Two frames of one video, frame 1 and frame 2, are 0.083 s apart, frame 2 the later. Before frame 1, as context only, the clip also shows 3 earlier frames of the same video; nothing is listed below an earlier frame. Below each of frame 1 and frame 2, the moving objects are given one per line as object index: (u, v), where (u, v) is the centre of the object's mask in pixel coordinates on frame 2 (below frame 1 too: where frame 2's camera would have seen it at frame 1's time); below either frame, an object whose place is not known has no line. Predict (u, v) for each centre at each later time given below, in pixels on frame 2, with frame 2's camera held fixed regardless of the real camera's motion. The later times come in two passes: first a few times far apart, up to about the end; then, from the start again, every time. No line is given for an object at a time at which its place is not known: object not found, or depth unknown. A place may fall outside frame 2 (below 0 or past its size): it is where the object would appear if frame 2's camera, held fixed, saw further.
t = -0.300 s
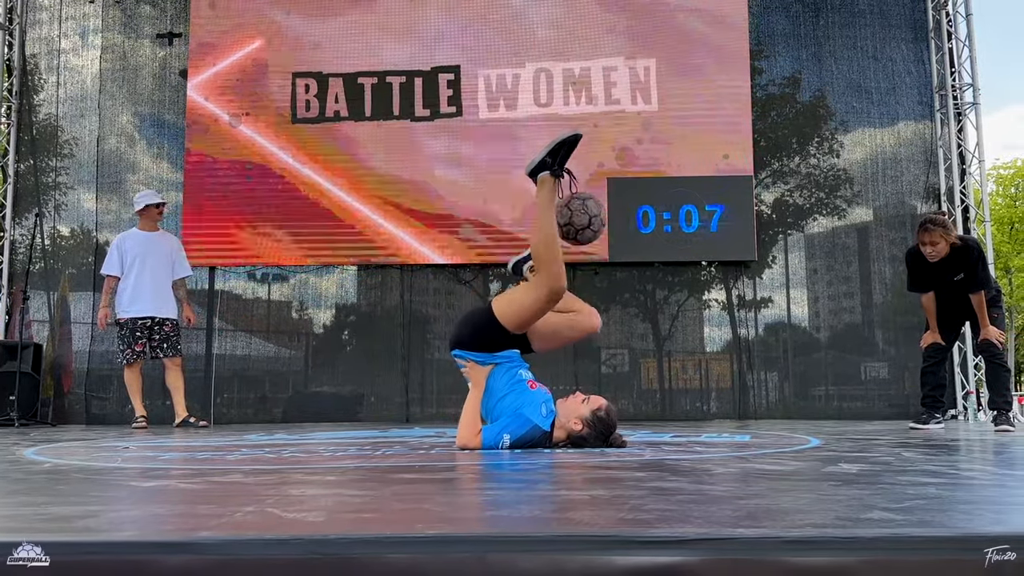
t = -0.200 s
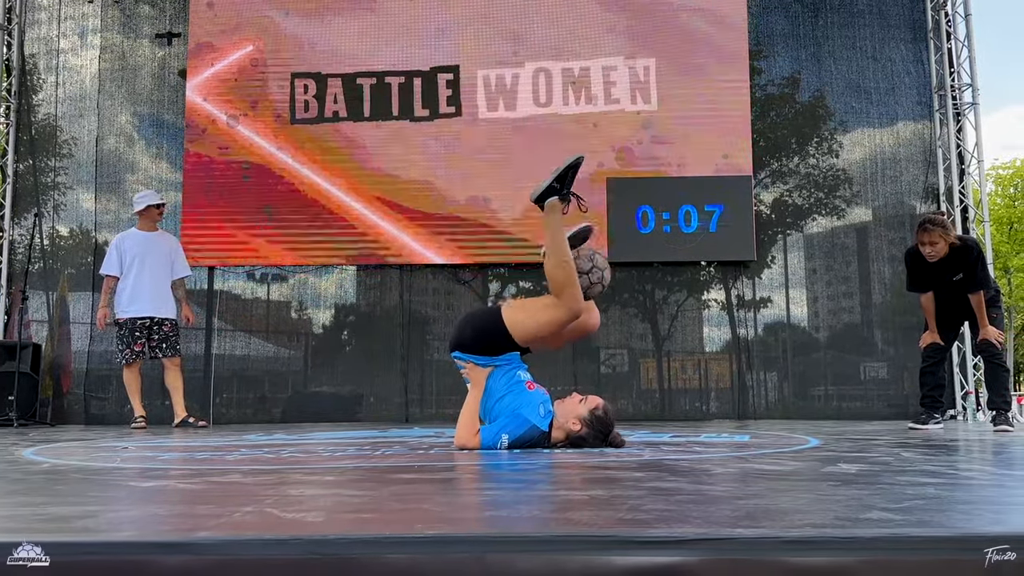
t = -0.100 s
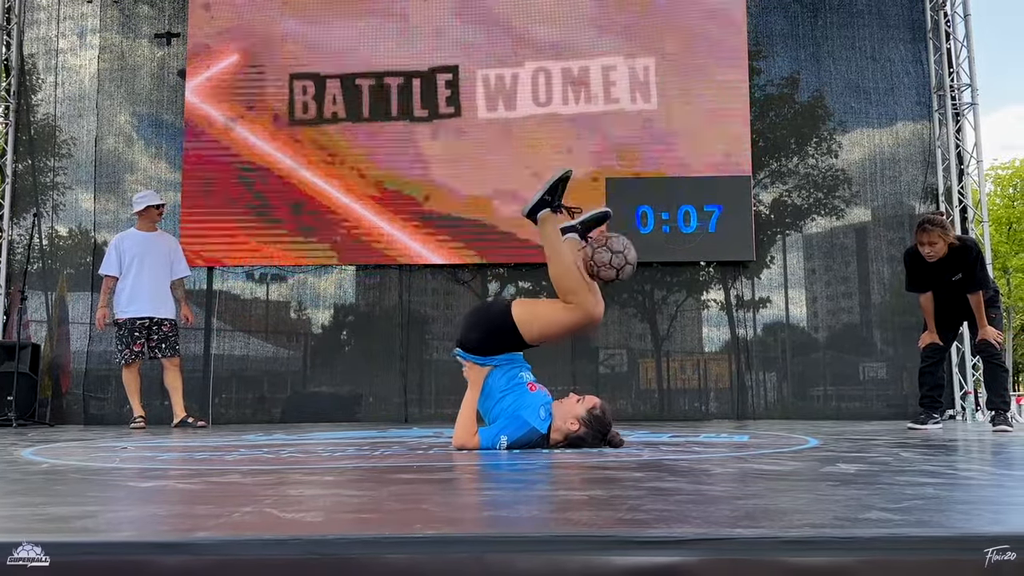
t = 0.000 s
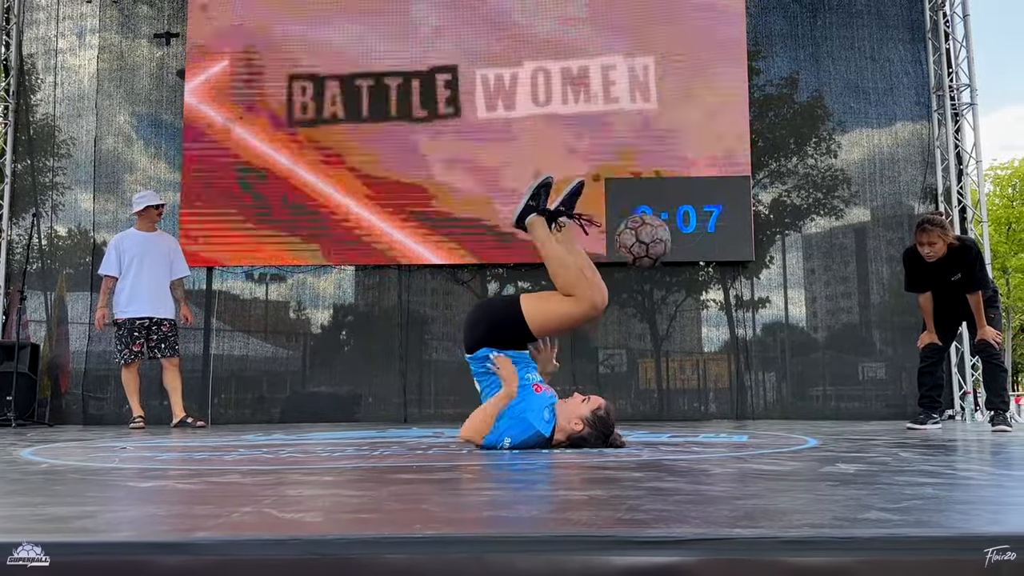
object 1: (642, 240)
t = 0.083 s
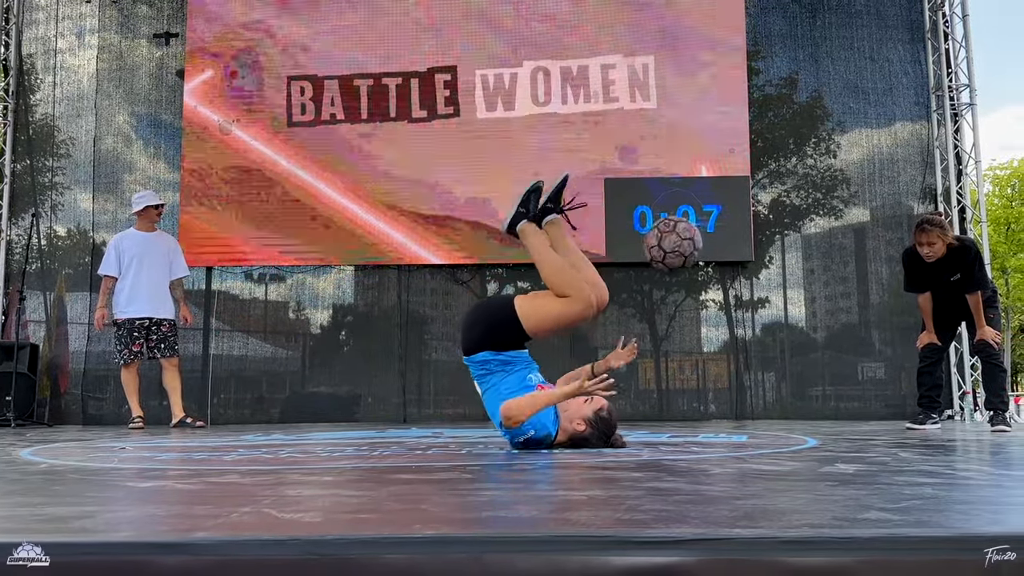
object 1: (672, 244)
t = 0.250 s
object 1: (741, 306)
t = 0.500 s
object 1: (844, 354)
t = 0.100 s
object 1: (679, 247)
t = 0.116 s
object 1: (686, 250)
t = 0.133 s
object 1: (692, 255)
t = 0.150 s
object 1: (699, 260)
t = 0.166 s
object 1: (706, 265)
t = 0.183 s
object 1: (713, 272)
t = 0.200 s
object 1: (720, 279)
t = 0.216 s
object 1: (727, 287)
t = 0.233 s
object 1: (734, 297)
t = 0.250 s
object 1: (741, 306)
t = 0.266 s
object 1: (749, 317)
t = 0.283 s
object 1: (758, 329)
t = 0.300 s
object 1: (766, 341)
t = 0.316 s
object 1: (774, 355)
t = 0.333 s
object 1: (783, 370)
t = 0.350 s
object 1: (791, 385)
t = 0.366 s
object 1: (800, 403)
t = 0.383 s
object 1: (808, 421)
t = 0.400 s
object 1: (815, 426)
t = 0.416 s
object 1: (819, 412)
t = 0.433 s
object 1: (824, 399)
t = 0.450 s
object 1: (829, 386)
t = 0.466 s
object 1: (833, 374)
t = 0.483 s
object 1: (839, 364)
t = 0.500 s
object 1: (844, 354)
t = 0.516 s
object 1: (850, 345)
